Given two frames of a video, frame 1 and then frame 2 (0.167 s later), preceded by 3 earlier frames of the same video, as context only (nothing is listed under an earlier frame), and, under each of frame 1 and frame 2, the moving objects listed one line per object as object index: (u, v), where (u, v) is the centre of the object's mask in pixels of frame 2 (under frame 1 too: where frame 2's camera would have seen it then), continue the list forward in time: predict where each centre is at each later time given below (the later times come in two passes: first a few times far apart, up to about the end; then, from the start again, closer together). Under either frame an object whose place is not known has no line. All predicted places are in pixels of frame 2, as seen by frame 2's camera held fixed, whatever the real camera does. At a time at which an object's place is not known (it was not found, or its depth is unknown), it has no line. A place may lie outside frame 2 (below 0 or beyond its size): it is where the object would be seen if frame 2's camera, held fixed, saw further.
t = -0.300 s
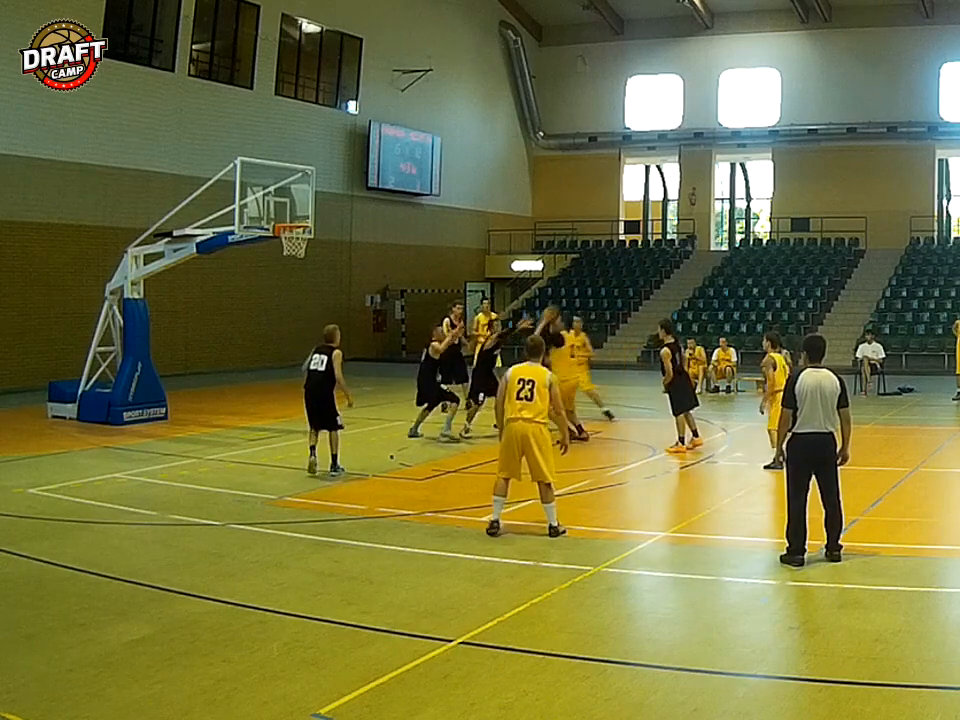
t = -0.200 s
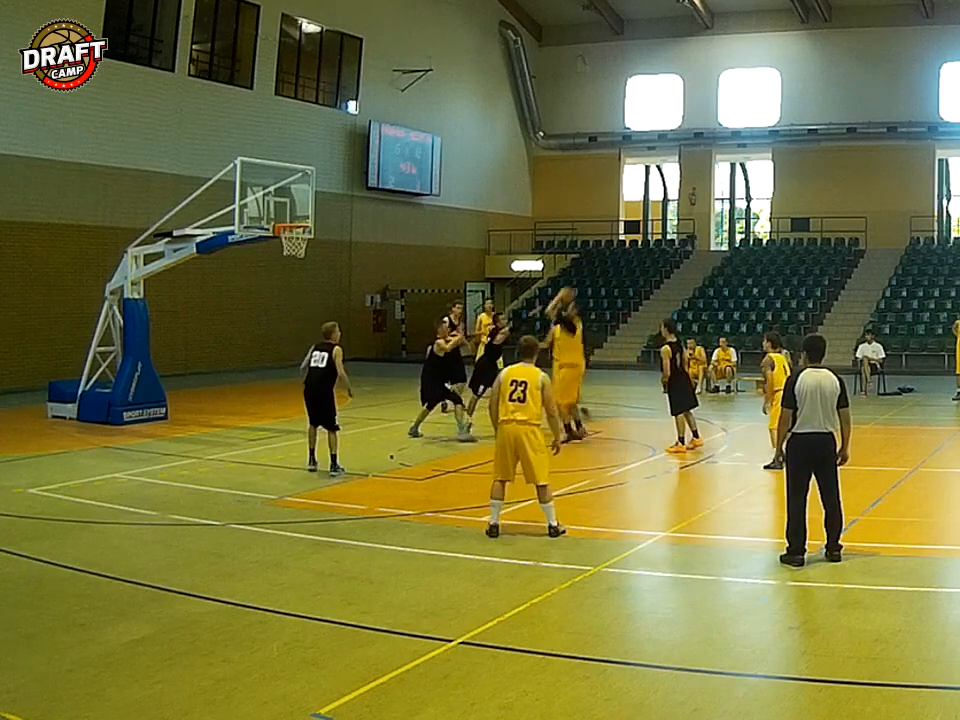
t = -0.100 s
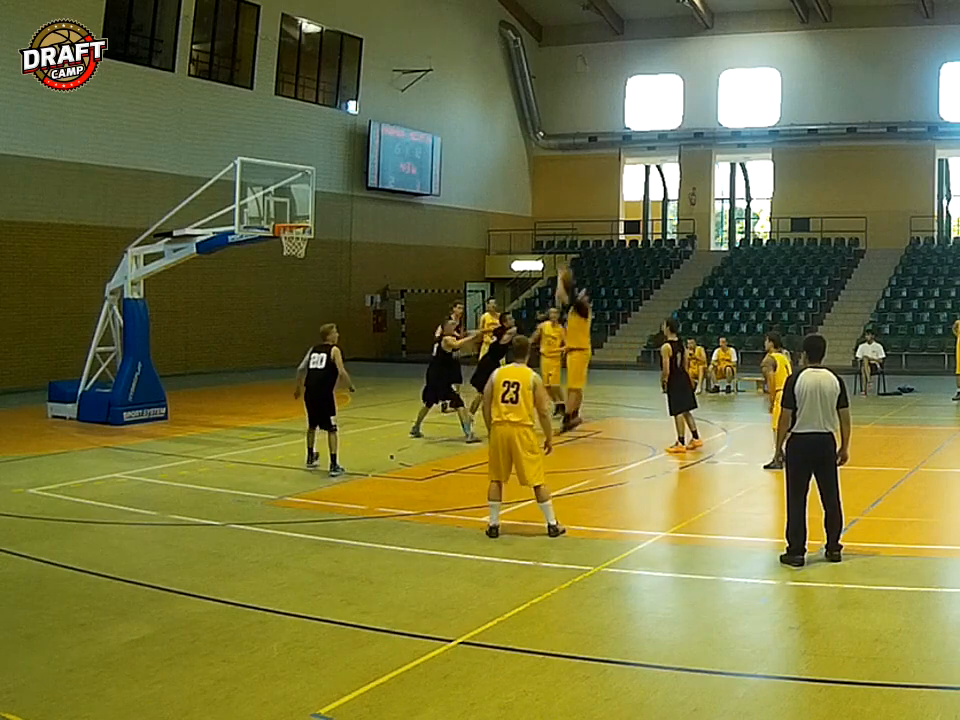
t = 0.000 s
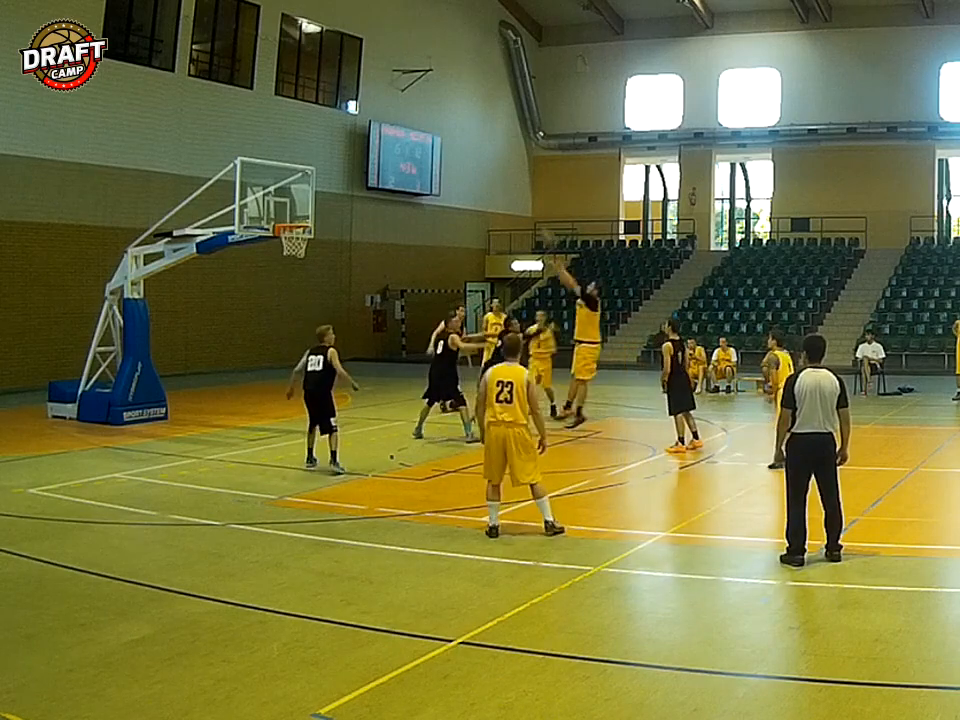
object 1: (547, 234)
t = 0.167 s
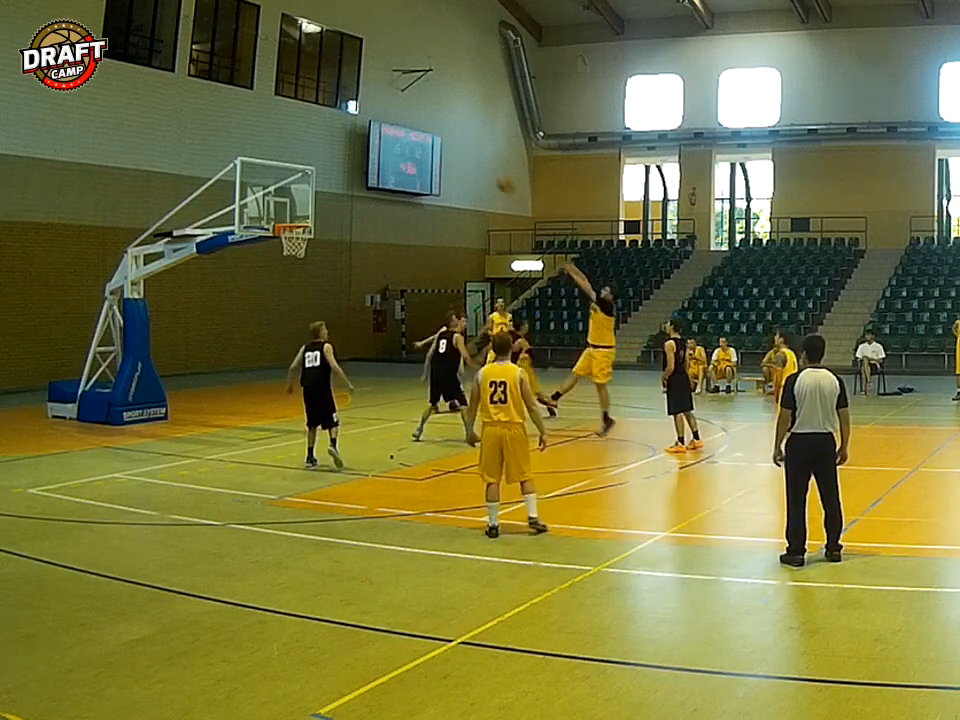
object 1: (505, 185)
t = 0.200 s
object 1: (497, 176)
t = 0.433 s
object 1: (441, 136)
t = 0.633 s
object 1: (393, 132)
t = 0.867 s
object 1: (341, 161)
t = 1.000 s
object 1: (311, 197)
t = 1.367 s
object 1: (260, 289)
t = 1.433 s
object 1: (255, 310)
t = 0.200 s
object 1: (497, 176)
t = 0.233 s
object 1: (488, 168)
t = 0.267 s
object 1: (480, 160)
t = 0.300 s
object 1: (472, 153)
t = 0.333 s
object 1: (464, 149)
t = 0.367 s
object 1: (457, 144)
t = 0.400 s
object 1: (449, 140)
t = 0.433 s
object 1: (441, 136)
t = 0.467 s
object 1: (433, 134)
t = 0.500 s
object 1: (426, 132)
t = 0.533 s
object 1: (418, 130)
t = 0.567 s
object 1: (409, 130)
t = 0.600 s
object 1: (402, 131)
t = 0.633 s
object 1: (393, 132)
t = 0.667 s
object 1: (386, 134)
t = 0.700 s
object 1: (379, 137)
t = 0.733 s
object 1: (370, 141)
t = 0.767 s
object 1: (362, 142)
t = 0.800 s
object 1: (355, 146)
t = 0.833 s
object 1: (347, 153)
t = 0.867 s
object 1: (341, 161)
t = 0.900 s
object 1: (333, 169)
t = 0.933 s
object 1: (325, 178)
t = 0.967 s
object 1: (318, 184)
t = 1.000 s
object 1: (311, 197)
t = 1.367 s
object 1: (260, 289)
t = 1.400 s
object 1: (256, 299)
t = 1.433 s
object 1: (255, 310)
